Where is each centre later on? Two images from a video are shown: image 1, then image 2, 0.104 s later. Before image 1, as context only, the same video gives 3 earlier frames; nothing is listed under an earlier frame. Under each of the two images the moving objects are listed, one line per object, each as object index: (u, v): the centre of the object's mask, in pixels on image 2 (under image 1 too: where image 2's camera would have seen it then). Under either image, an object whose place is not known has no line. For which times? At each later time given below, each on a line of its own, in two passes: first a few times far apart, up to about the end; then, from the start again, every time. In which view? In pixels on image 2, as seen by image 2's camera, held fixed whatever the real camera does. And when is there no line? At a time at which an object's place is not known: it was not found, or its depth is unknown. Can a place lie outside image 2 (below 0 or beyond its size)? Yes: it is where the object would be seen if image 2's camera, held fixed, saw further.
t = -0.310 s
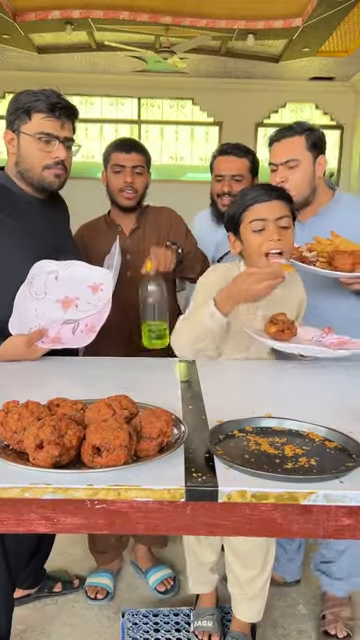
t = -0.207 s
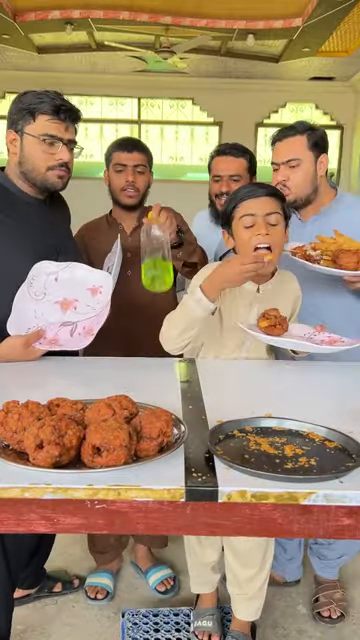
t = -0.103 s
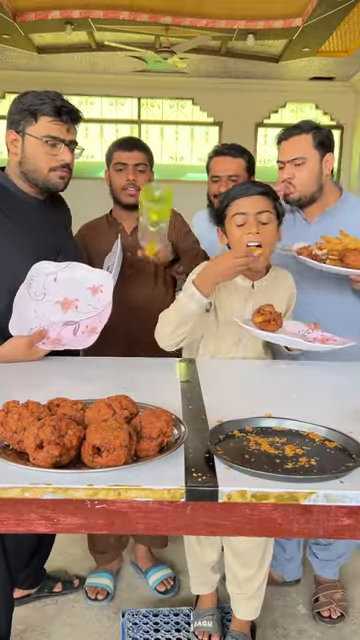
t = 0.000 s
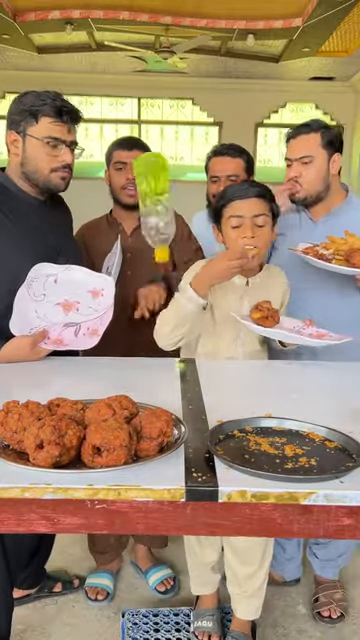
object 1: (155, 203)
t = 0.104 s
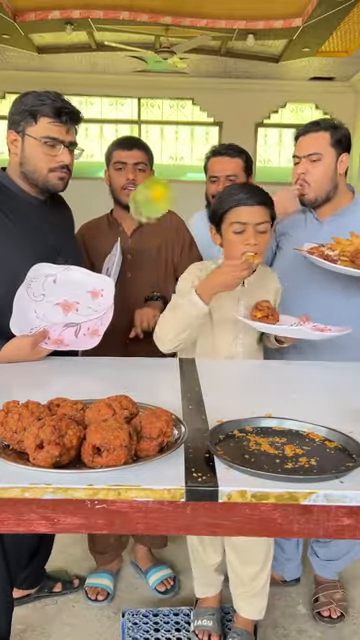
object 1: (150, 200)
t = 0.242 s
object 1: (140, 289)
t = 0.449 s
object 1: (118, 374)
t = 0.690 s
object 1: (105, 375)
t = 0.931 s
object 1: (96, 376)
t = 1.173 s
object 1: (93, 376)
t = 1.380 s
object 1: (92, 375)
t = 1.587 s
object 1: (92, 376)
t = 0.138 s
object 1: (148, 214)
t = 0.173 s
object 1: (145, 233)
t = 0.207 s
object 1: (143, 257)
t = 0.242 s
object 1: (140, 289)
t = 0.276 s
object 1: (138, 323)
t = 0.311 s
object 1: (132, 340)
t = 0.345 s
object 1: (128, 354)
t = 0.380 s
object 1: (125, 371)
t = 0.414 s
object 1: (121, 374)
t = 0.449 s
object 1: (118, 374)
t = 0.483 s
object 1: (114, 375)
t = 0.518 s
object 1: (111, 375)
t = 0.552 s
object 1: (109, 375)
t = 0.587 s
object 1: (109, 375)
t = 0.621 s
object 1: (109, 375)
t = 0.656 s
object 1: (106, 375)
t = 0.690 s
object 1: (105, 375)
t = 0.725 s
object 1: (101, 376)
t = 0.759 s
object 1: (100, 376)
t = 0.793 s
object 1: (98, 376)
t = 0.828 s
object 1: (97, 376)
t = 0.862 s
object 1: (97, 376)
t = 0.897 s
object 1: (97, 376)
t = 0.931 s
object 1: (96, 376)
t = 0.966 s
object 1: (94, 376)
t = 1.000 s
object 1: (92, 376)
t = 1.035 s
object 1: (91, 376)
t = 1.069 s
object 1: (92, 376)
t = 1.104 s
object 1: (92, 377)
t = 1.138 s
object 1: (93, 376)
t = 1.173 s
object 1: (93, 376)
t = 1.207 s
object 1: (93, 376)
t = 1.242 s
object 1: (93, 376)
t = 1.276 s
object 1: (94, 376)
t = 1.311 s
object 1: (93, 376)
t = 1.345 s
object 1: (92, 376)
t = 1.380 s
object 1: (92, 375)
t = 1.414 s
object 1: (92, 375)
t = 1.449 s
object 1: (92, 375)
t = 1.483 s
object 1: (93, 376)
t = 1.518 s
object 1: (92, 376)
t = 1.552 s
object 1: (92, 376)
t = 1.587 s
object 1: (92, 376)
